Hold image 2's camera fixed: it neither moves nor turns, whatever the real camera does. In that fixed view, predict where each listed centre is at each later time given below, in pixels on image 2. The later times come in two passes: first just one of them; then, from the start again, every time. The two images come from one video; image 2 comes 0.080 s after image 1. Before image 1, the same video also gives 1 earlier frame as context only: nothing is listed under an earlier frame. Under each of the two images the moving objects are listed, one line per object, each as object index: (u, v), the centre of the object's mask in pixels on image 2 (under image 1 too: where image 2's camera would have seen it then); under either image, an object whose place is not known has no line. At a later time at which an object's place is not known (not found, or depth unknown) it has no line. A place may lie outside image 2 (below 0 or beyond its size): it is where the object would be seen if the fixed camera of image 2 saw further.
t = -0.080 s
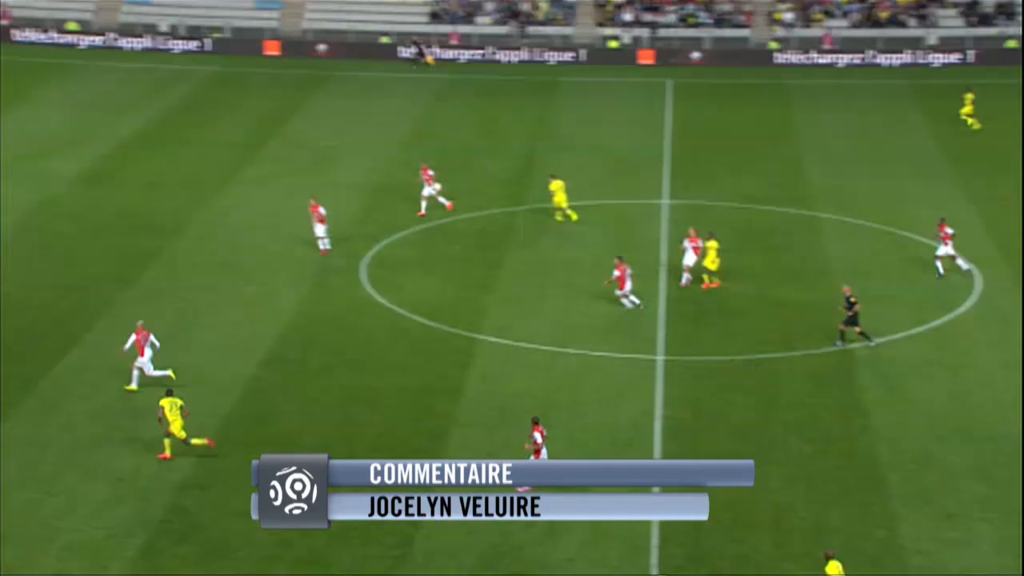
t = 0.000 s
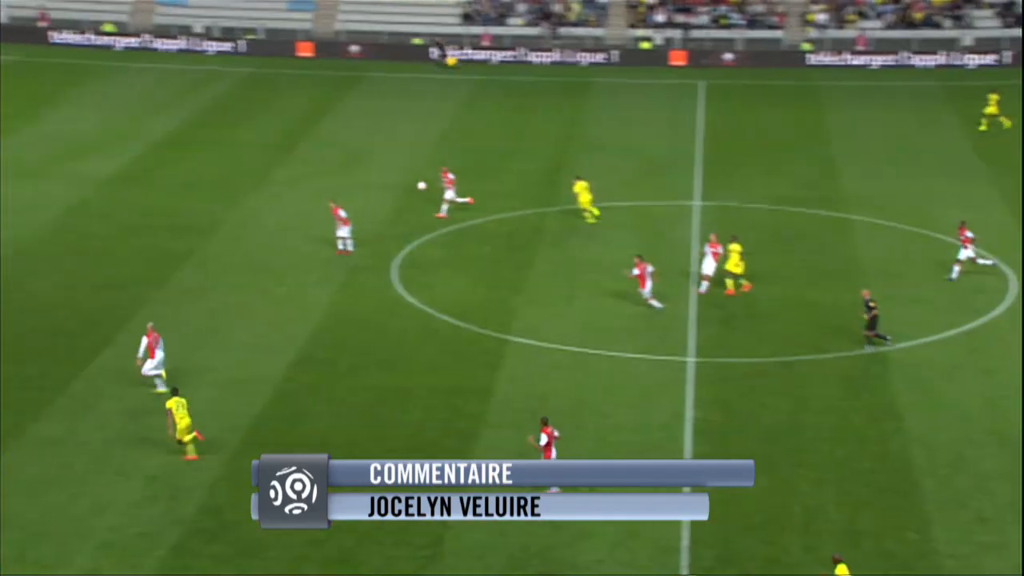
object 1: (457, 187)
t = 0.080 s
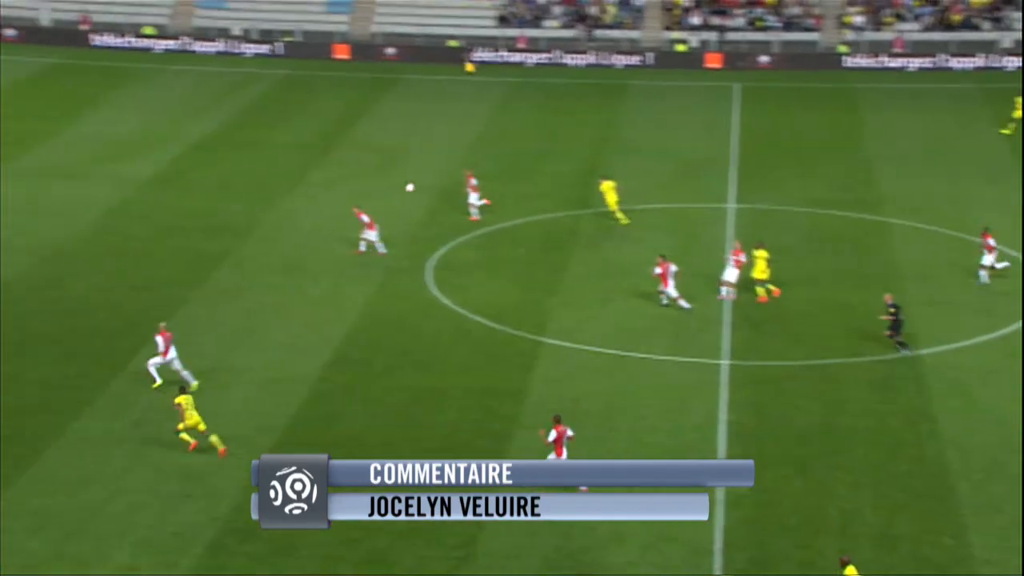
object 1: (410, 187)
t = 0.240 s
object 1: (315, 196)
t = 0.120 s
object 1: (386, 189)
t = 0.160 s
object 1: (362, 190)
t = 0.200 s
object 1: (339, 193)
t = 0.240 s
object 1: (315, 196)
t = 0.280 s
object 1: (291, 199)
